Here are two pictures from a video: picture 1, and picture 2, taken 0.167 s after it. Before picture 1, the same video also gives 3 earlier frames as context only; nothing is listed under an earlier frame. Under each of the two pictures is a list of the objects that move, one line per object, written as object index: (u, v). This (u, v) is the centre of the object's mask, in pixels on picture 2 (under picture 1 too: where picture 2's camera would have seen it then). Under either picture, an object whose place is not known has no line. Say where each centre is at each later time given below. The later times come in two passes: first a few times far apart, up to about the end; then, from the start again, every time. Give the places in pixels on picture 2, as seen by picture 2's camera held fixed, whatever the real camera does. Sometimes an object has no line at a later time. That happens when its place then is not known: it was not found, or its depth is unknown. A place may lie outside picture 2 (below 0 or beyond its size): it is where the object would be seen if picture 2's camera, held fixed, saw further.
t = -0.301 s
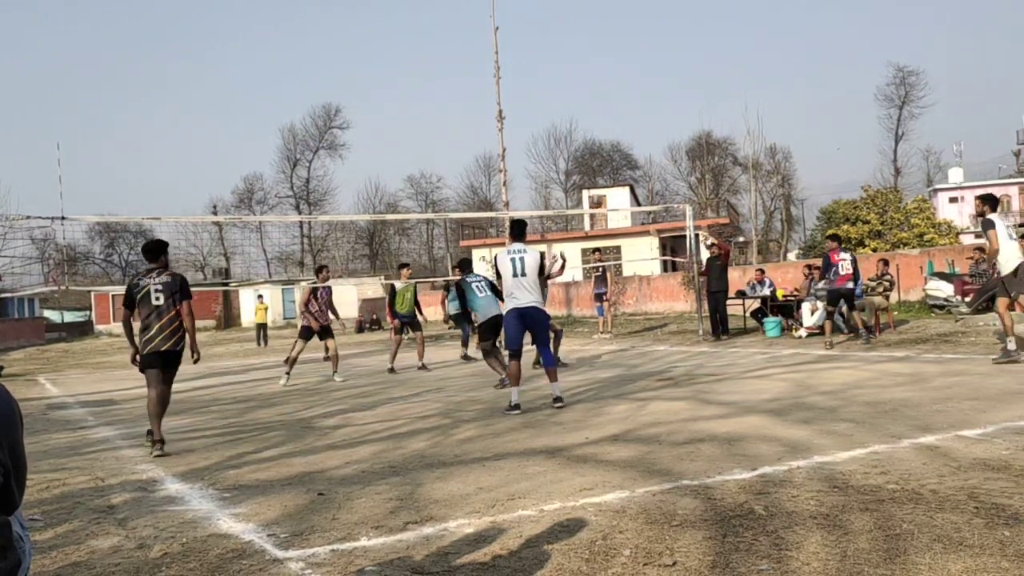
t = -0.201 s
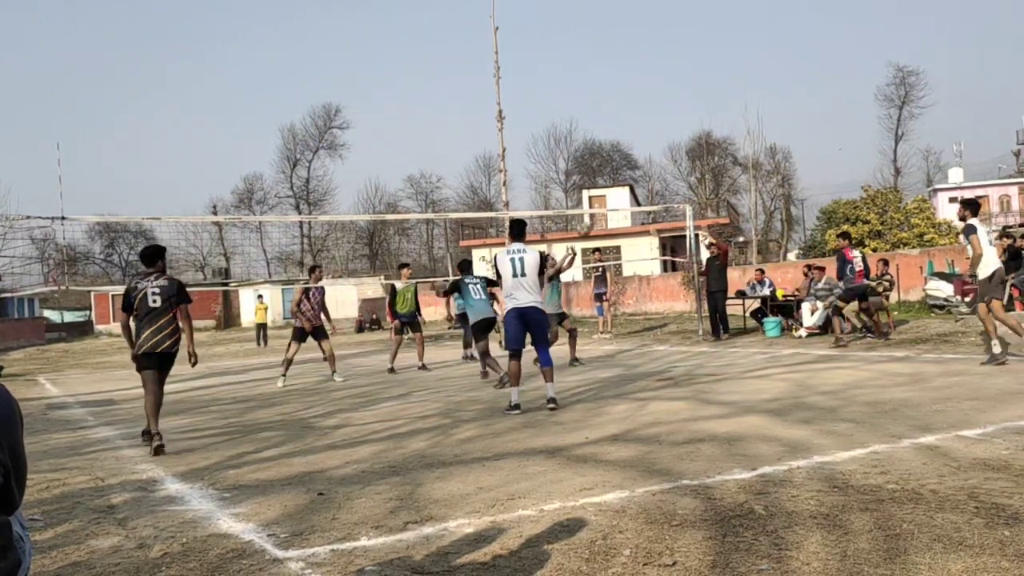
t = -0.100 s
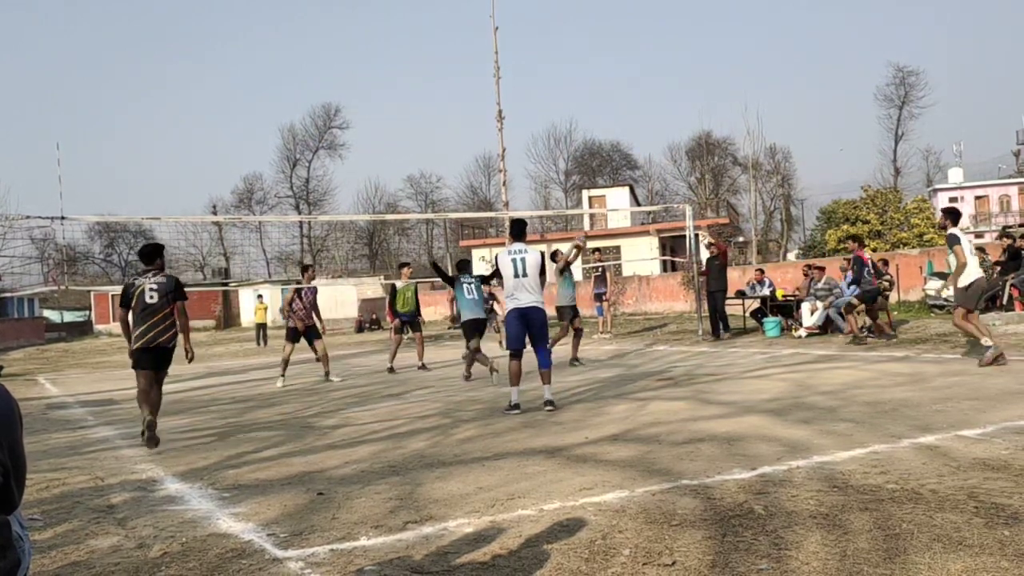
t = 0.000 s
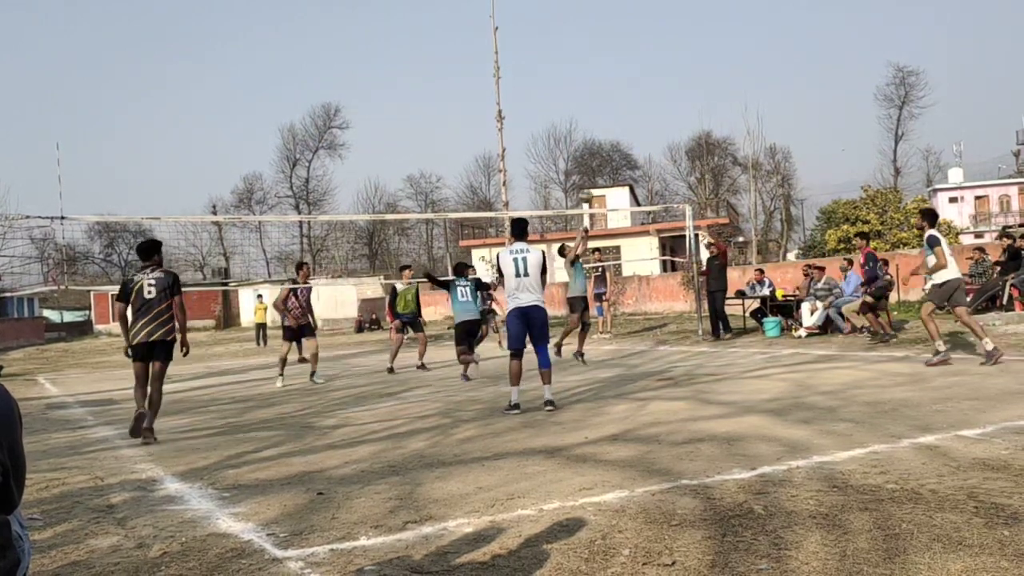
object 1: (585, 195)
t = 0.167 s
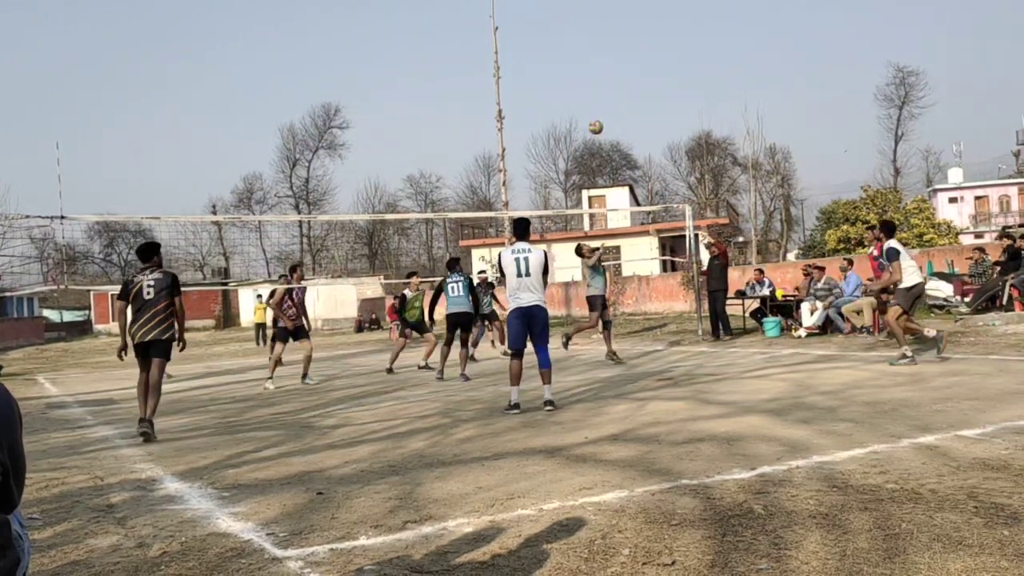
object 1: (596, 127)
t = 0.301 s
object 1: (605, 85)
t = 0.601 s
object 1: (625, 35)
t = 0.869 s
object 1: (648, 41)
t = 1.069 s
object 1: (665, 77)
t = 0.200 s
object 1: (598, 116)
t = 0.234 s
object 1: (600, 105)
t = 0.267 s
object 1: (602, 95)
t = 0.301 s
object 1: (605, 85)
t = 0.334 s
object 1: (607, 77)
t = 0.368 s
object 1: (609, 69)
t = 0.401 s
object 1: (611, 62)
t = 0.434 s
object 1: (613, 55)
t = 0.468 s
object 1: (616, 50)
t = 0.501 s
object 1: (619, 45)
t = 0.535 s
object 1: (621, 41)
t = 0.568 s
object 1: (623, 37)
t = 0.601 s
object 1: (625, 35)
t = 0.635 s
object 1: (629, 33)
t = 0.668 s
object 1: (631, 32)
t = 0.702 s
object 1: (634, 31)
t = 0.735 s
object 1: (637, 32)
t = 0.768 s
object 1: (639, 33)
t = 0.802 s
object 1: (642, 35)
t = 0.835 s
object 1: (645, 37)
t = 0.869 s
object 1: (648, 41)
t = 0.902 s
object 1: (650, 45)
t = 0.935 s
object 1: (654, 50)
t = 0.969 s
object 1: (657, 55)
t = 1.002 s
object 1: (660, 62)
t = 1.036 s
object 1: (662, 69)
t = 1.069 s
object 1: (665, 77)
